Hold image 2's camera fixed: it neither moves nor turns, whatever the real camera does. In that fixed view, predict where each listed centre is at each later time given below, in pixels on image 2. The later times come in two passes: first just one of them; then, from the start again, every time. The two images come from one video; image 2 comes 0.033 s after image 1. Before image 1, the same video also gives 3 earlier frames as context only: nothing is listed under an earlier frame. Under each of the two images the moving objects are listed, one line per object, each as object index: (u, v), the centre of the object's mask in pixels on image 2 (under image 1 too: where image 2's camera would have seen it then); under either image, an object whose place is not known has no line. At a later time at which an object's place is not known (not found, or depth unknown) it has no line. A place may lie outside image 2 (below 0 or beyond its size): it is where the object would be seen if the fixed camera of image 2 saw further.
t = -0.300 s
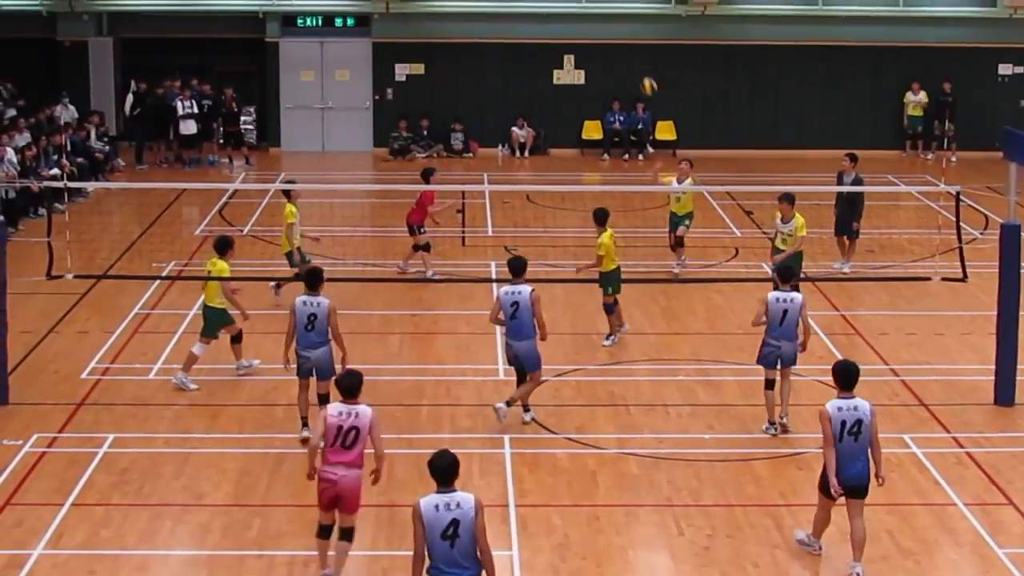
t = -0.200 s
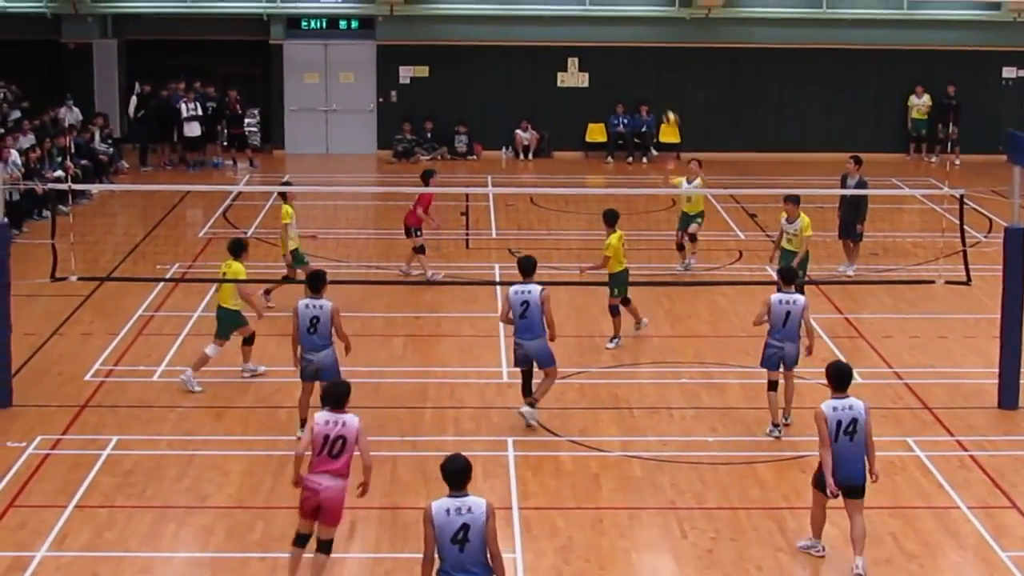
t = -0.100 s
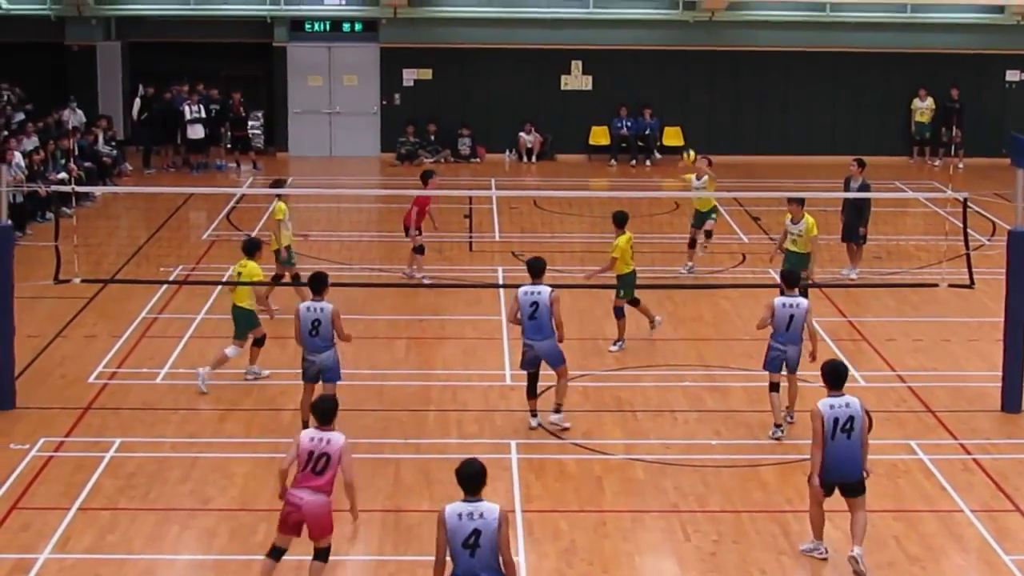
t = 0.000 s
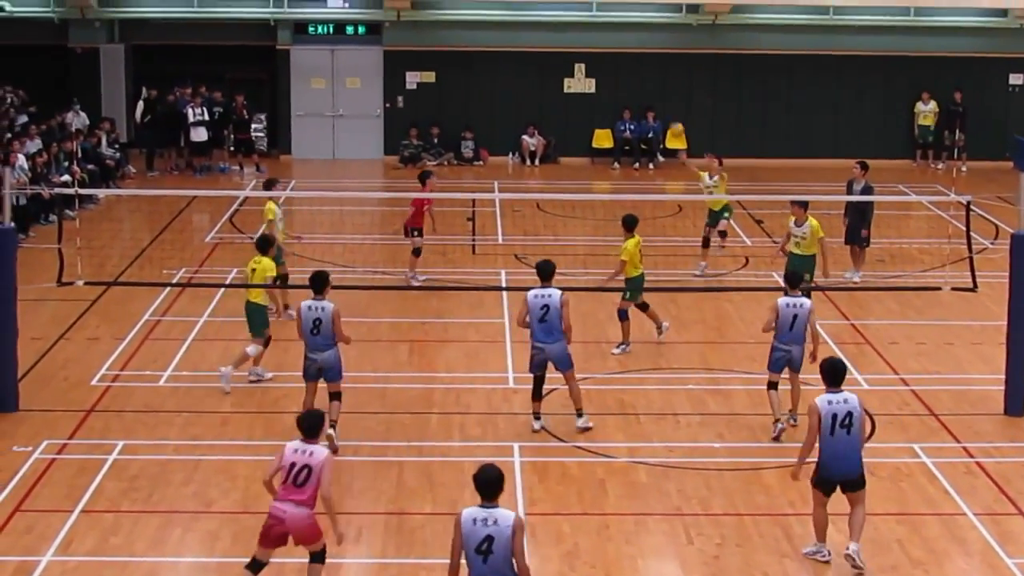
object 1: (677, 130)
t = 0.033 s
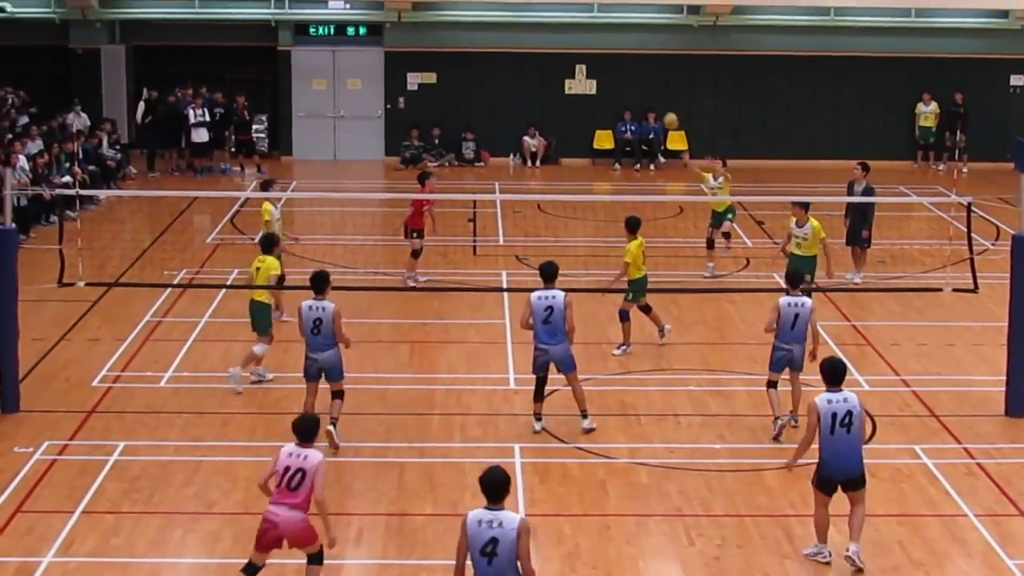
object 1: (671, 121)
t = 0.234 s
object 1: (628, 72)
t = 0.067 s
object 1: (664, 111)
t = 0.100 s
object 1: (657, 102)
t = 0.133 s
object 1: (649, 93)
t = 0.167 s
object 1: (643, 85)
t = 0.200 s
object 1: (636, 78)
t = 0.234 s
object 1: (628, 72)
